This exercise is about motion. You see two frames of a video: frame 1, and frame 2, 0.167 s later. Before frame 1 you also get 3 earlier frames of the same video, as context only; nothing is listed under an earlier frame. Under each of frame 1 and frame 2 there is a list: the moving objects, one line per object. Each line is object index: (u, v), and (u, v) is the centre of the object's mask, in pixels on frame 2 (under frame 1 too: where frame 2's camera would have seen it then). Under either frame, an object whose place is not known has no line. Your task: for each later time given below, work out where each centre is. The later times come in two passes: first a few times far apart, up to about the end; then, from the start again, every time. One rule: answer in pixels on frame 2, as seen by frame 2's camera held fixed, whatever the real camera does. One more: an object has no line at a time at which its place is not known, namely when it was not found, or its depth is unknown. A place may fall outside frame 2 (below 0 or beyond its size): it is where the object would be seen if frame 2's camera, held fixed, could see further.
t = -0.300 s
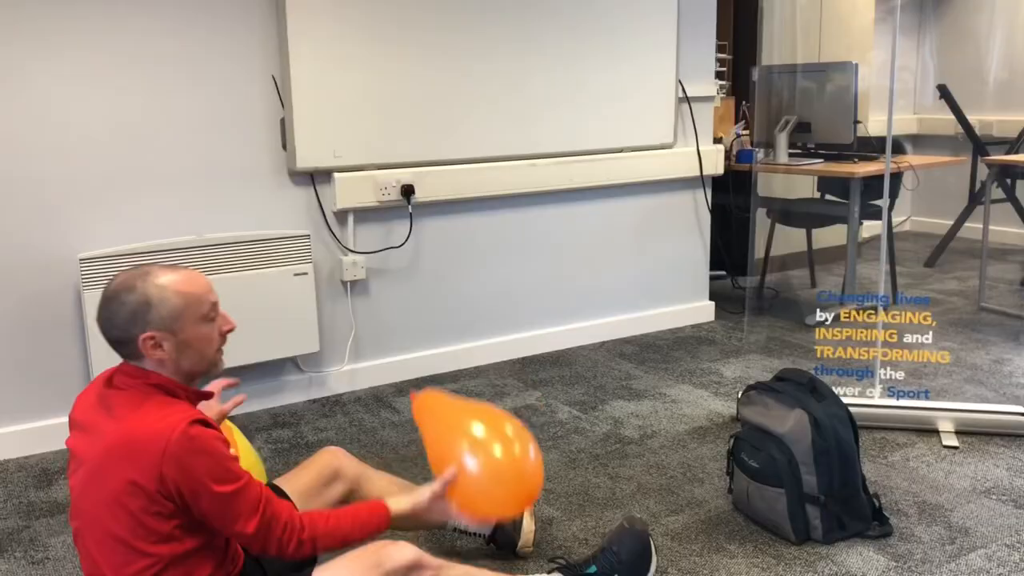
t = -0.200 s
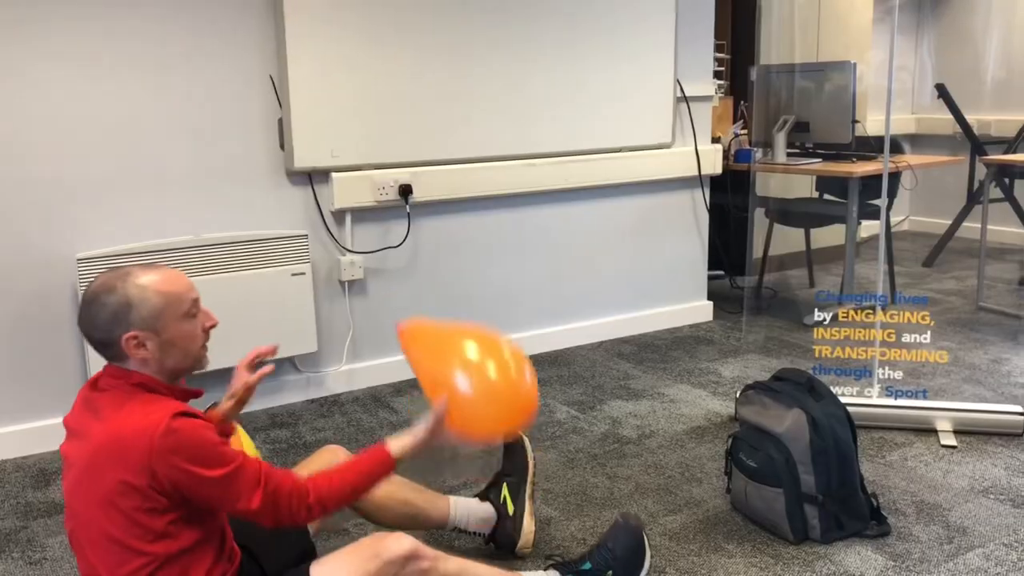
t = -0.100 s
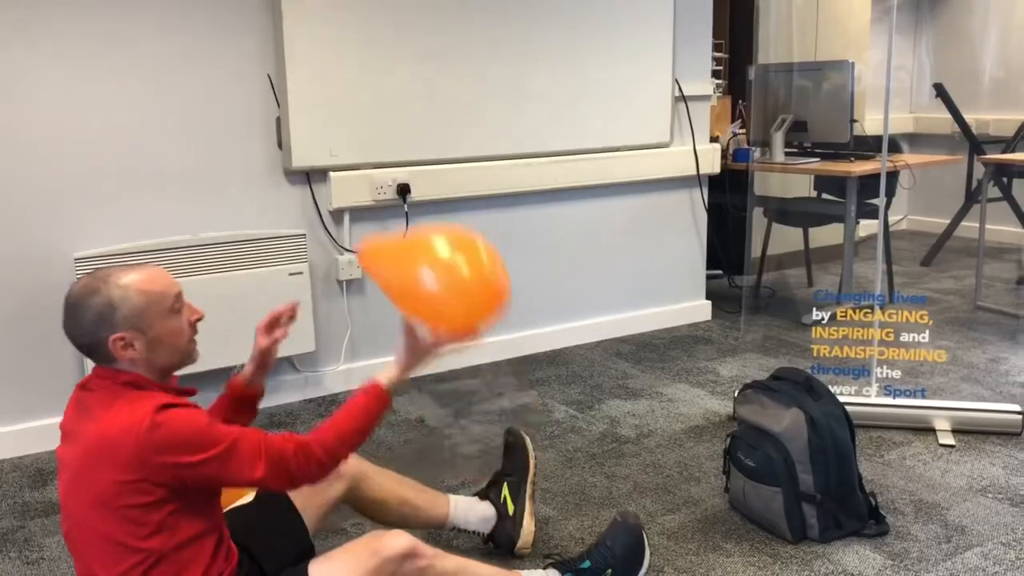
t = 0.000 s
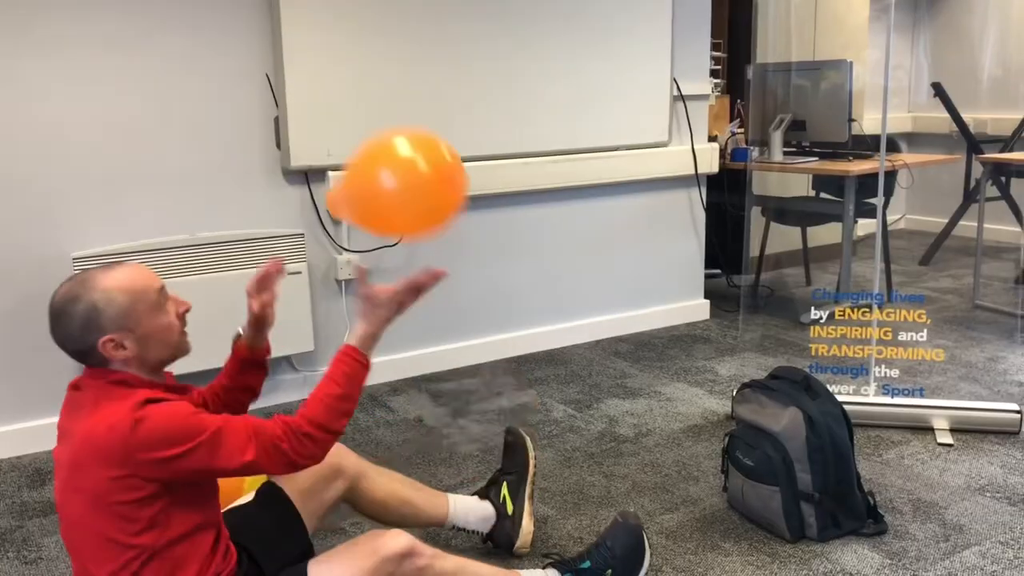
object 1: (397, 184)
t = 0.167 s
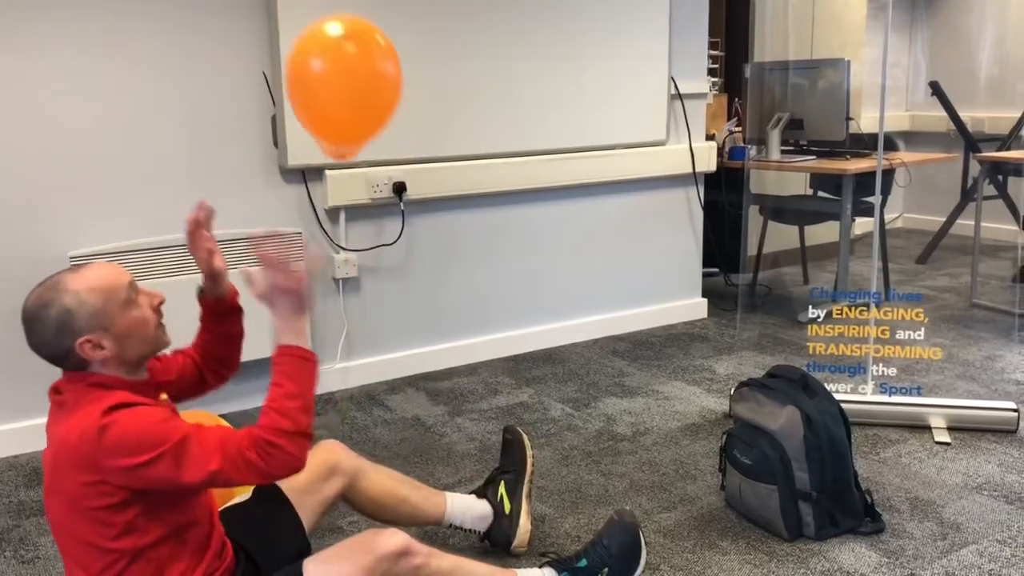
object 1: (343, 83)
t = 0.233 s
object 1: (326, 63)
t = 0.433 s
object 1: (306, 46)
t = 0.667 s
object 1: (305, 41)
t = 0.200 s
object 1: (334, 70)
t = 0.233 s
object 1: (326, 63)
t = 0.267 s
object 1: (320, 58)
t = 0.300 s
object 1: (315, 55)
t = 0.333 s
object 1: (311, 52)
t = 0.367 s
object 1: (309, 50)
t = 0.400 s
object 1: (307, 48)
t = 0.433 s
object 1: (306, 46)
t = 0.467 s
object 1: (305, 43)
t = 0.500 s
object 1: (304, 42)
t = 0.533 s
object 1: (305, 41)
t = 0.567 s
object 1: (305, 40)
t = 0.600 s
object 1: (305, 39)
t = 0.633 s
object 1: (305, 40)
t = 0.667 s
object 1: (305, 41)
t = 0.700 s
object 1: (305, 43)
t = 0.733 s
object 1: (304, 44)
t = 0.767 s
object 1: (303, 46)
